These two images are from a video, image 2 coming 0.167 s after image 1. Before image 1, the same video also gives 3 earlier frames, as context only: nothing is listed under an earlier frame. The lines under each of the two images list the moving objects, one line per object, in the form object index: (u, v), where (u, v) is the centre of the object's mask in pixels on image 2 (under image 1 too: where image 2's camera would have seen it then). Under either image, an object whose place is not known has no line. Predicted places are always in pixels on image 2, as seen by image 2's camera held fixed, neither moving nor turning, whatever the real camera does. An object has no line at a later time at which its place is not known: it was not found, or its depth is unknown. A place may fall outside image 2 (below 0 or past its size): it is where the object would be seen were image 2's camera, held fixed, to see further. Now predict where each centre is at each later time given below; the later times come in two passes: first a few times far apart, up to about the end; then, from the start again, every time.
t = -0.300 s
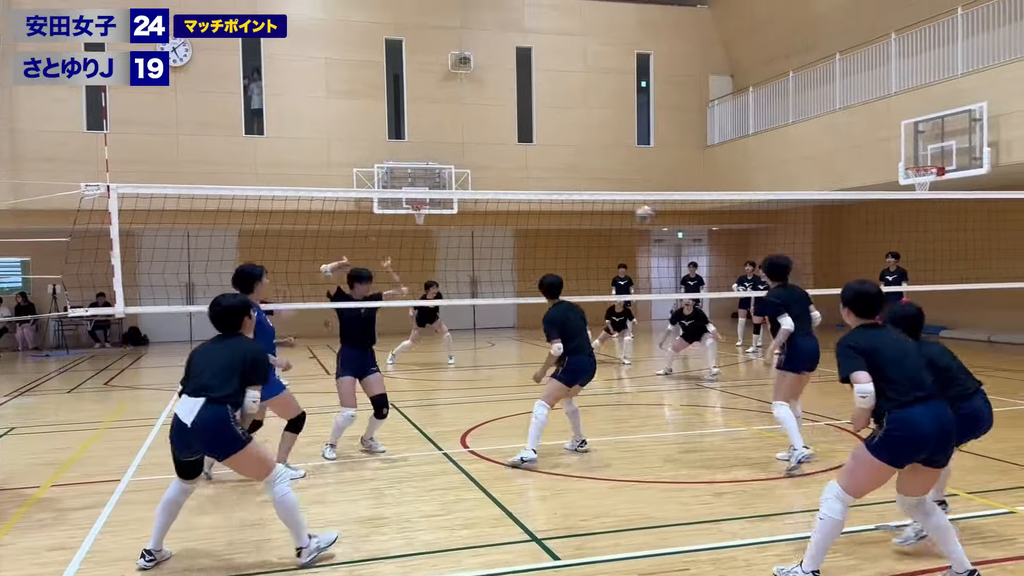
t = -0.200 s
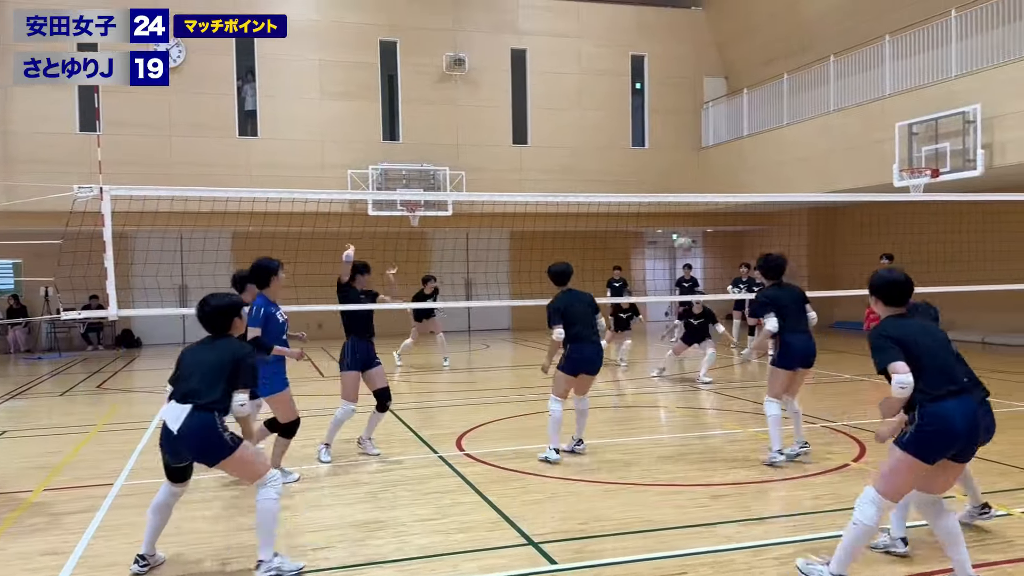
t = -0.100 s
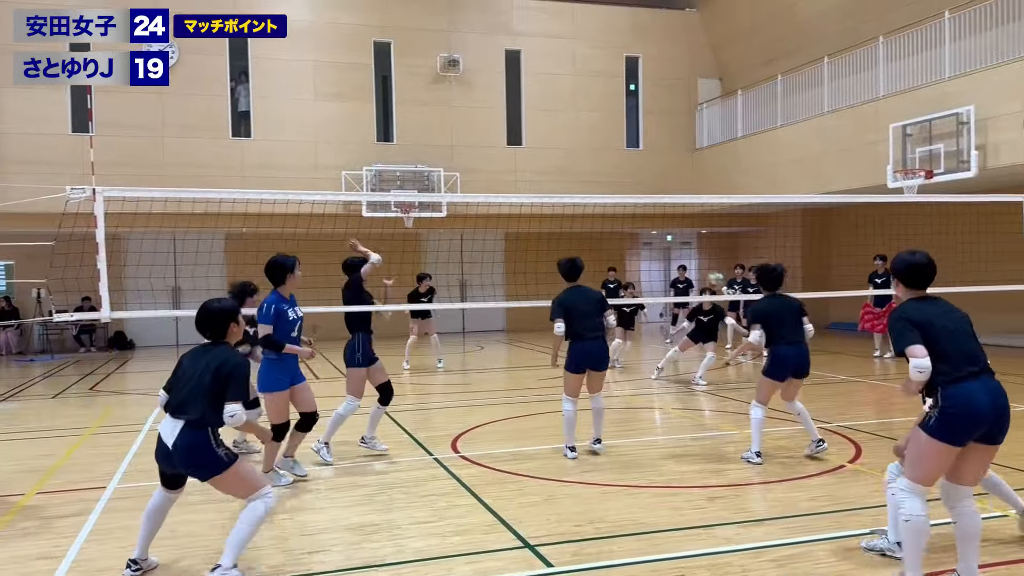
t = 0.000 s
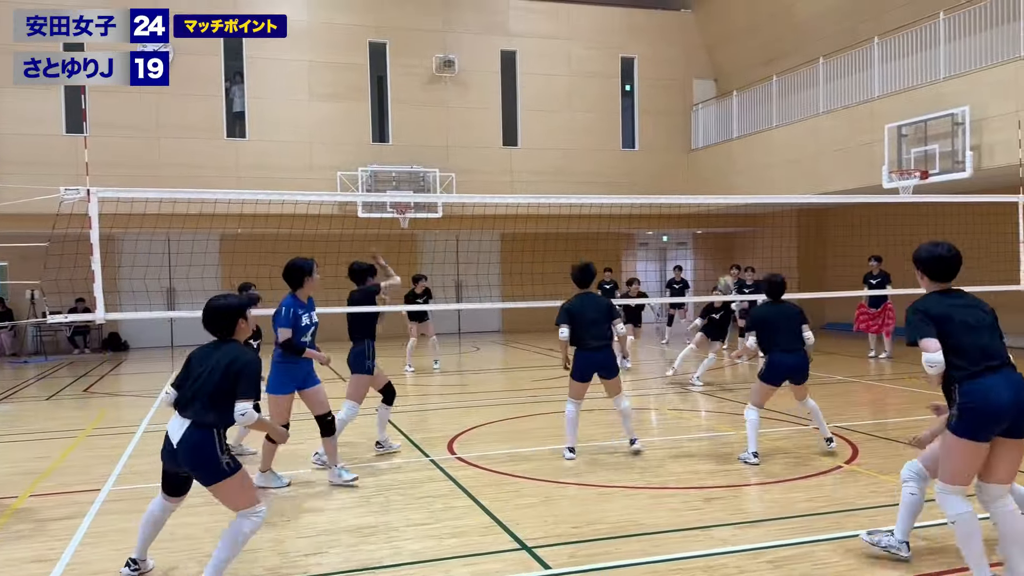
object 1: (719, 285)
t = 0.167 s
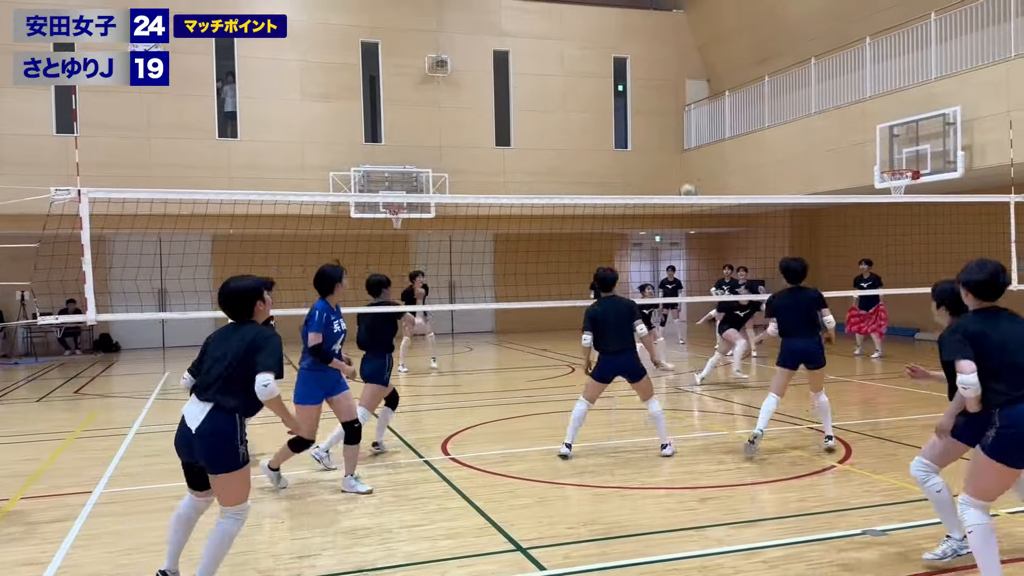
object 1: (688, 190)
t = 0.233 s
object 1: (675, 160)
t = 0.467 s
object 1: (629, 73)
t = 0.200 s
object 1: (682, 176)
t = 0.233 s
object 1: (675, 160)
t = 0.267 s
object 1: (668, 146)
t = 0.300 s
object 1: (662, 131)
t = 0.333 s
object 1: (655, 117)
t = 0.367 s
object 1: (649, 105)
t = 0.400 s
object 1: (643, 95)
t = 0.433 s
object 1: (636, 83)
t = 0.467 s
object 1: (629, 73)
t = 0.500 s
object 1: (622, 64)
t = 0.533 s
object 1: (616, 56)
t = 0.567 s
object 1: (608, 46)
